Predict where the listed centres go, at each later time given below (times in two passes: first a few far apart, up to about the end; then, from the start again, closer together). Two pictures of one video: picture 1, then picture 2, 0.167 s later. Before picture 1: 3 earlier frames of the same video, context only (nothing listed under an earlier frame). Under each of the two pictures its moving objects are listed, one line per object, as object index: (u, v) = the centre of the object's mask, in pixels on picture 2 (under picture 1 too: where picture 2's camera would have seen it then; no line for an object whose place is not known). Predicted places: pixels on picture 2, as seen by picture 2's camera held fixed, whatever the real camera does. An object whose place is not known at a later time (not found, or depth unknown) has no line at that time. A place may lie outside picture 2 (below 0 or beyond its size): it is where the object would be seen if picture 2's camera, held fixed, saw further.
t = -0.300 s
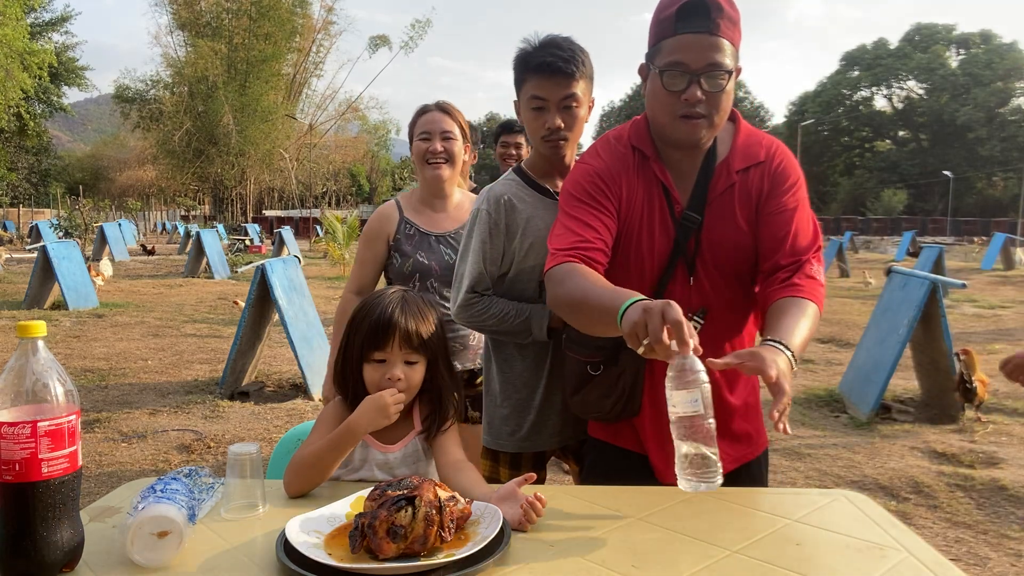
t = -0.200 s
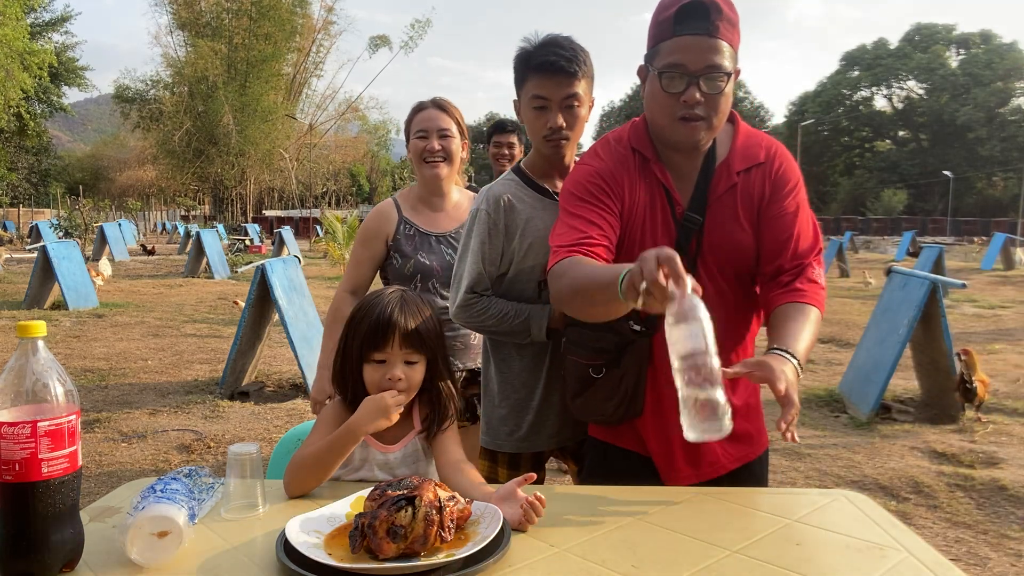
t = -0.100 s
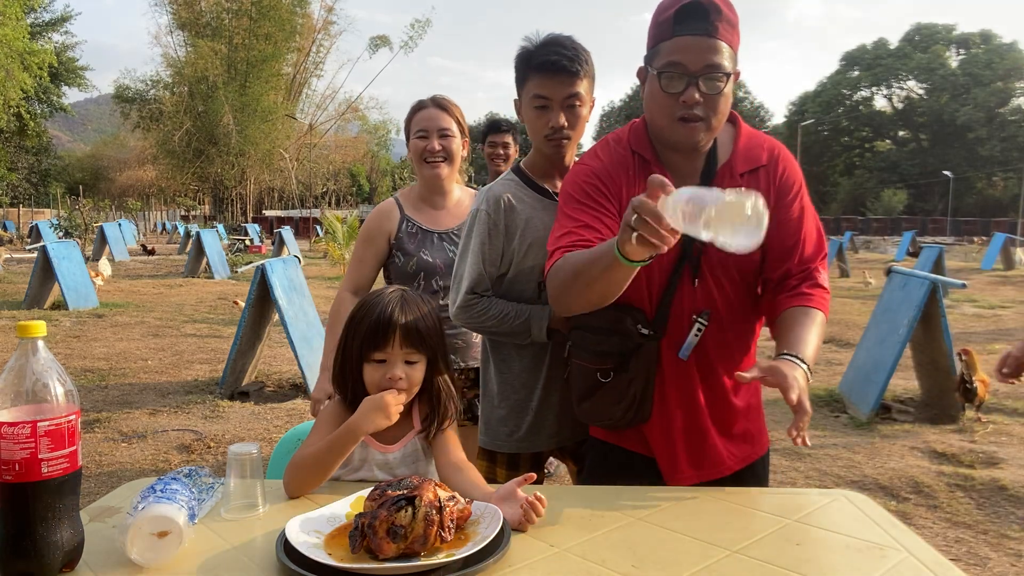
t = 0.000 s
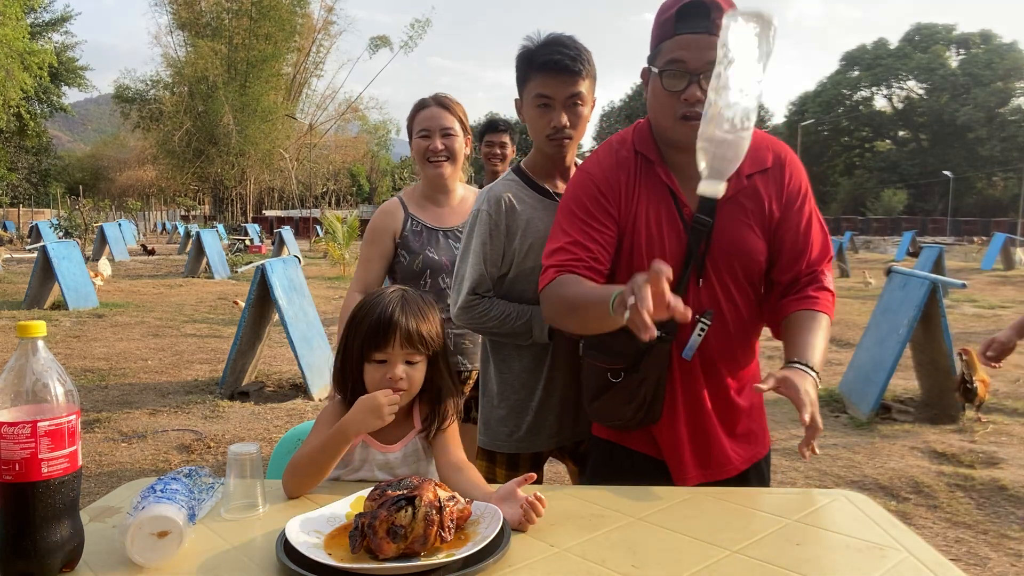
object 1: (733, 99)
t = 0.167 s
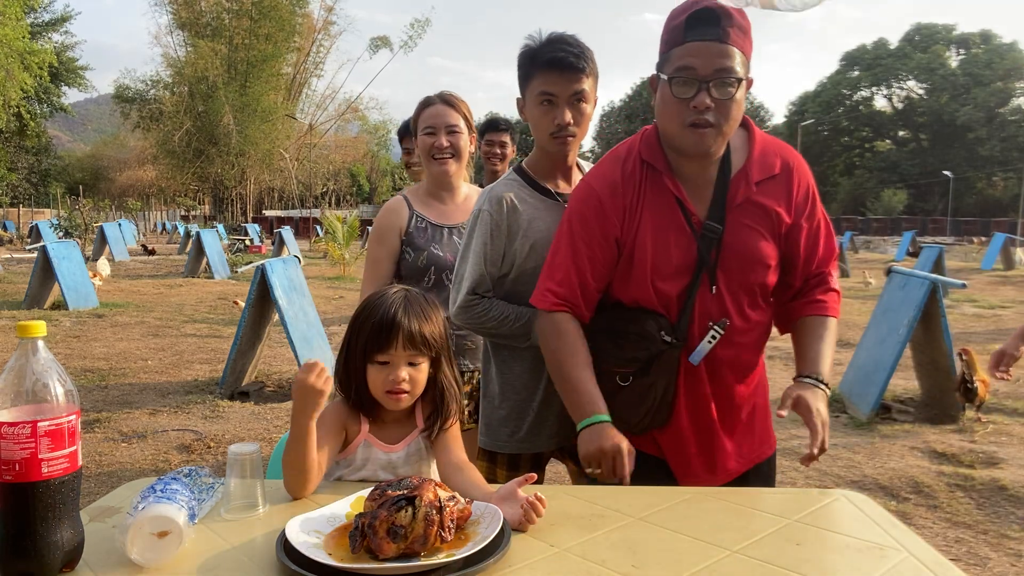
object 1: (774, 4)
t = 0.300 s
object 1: (789, 79)
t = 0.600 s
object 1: (810, 524)
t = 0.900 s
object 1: (817, 551)
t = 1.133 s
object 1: (823, 549)
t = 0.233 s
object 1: (768, 22)
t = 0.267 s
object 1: (783, 42)
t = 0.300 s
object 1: (789, 79)
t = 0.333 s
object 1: (790, 126)
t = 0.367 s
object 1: (789, 182)
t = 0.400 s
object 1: (788, 247)
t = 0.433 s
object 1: (784, 320)
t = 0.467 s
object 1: (782, 401)
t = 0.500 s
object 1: (779, 486)
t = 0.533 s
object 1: (795, 504)
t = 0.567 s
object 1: (804, 513)
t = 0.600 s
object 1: (810, 524)
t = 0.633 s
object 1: (812, 541)
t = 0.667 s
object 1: (800, 547)
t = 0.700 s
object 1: (810, 549)
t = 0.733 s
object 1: (812, 553)
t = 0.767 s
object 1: (812, 553)
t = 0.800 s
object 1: (812, 553)
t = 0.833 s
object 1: (813, 552)
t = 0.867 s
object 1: (815, 552)
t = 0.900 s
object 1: (817, 551)
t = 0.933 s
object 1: (818, 551)
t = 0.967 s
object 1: (819, 551)
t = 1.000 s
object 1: (819, 550)
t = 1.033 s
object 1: (820, 550)
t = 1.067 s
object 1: (821, 550)
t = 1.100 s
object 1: (822, 549)
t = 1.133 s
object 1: (823, 549)
